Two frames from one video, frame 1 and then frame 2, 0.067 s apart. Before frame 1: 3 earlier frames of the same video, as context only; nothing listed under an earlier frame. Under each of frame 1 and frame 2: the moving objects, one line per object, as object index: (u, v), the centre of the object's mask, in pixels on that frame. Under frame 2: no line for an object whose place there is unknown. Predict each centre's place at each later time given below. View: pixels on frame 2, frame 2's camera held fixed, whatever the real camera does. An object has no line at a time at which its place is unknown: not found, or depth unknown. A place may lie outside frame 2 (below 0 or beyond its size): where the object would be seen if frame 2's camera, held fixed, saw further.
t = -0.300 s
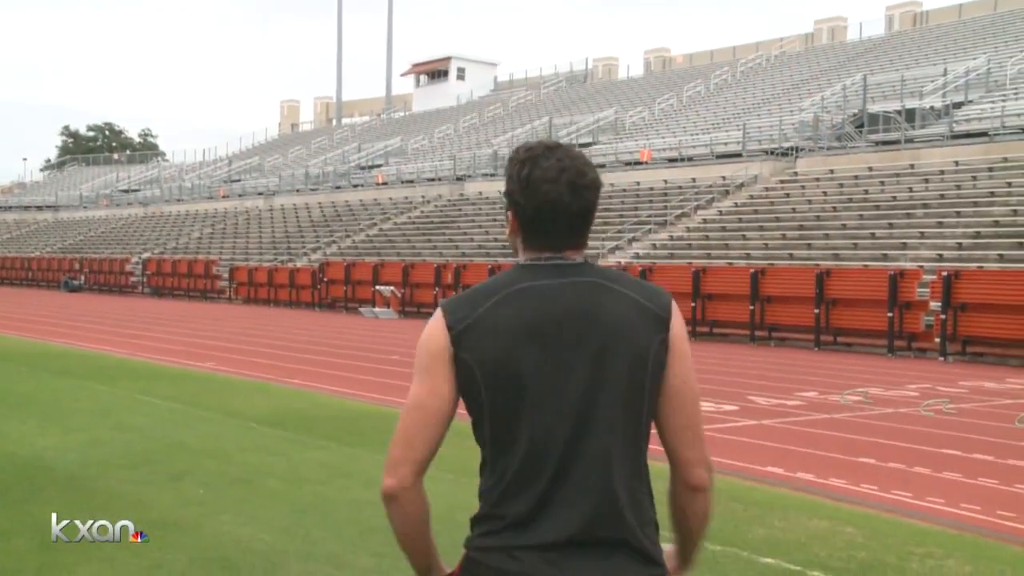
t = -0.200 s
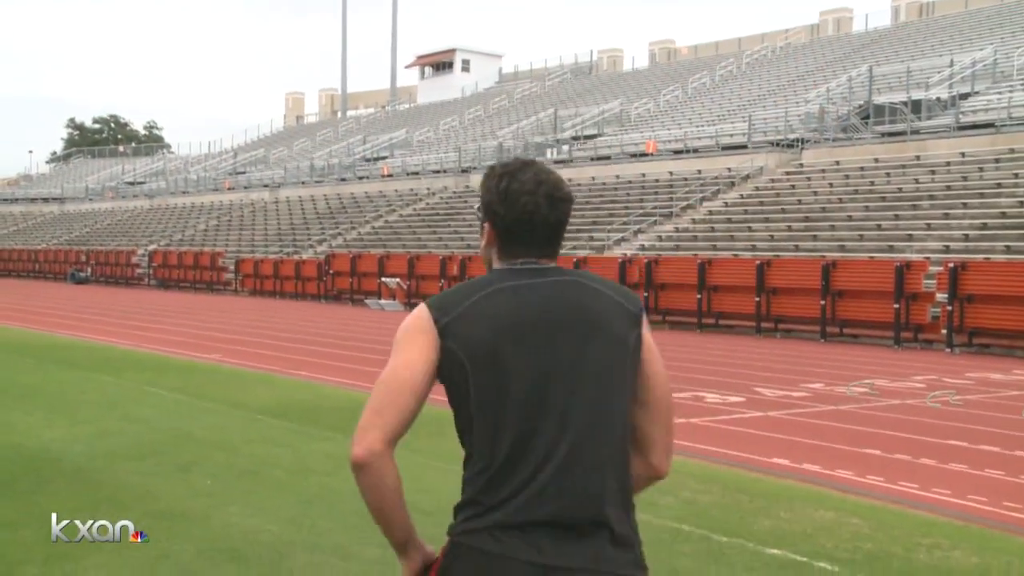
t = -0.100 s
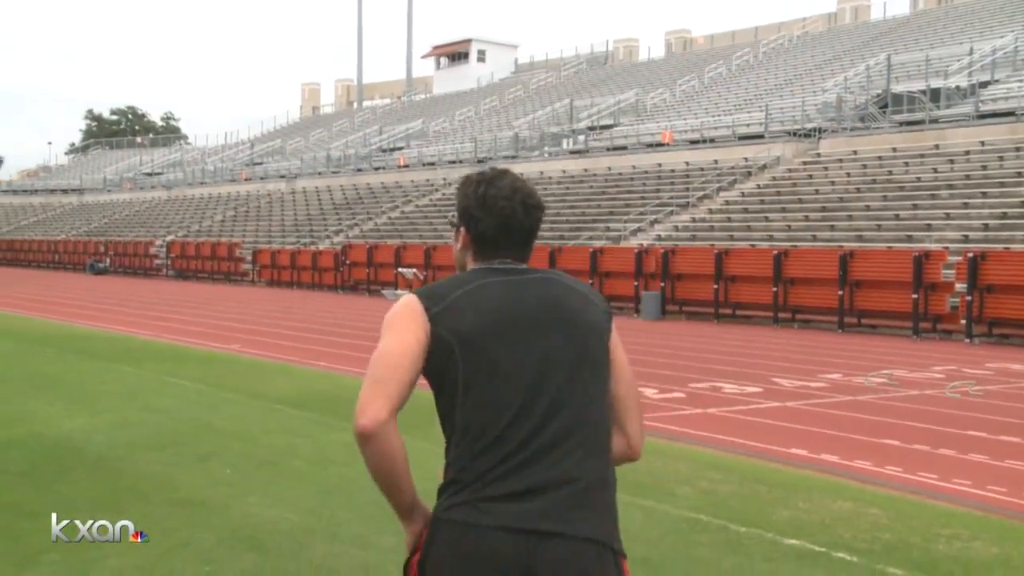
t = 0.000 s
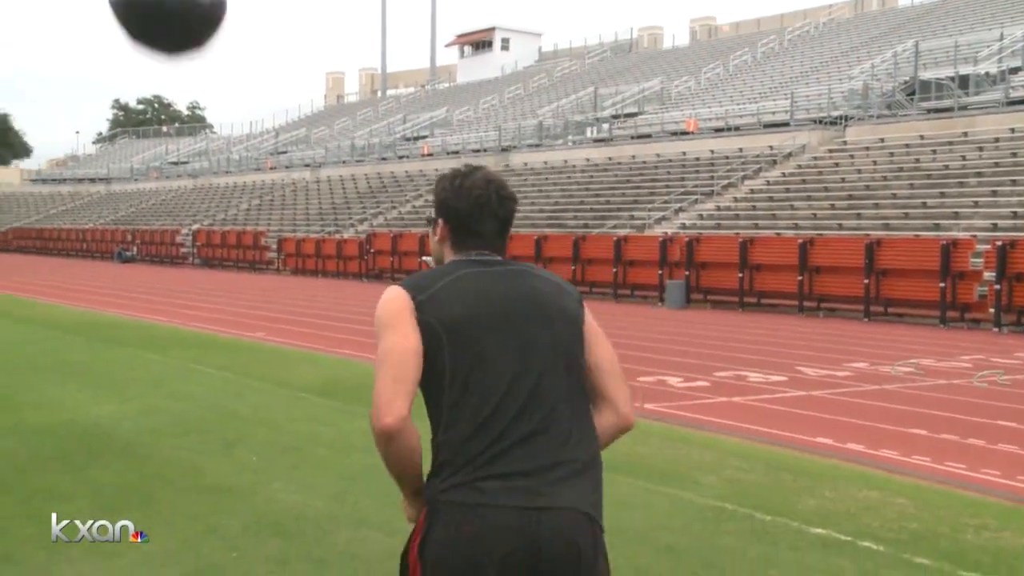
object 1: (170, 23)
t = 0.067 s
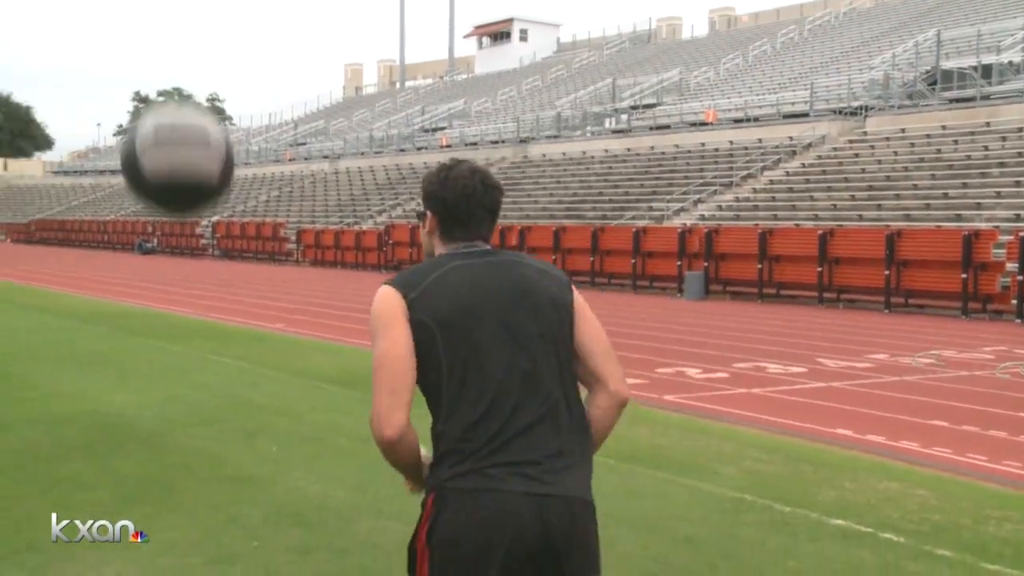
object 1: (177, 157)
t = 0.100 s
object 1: (168, 246)
